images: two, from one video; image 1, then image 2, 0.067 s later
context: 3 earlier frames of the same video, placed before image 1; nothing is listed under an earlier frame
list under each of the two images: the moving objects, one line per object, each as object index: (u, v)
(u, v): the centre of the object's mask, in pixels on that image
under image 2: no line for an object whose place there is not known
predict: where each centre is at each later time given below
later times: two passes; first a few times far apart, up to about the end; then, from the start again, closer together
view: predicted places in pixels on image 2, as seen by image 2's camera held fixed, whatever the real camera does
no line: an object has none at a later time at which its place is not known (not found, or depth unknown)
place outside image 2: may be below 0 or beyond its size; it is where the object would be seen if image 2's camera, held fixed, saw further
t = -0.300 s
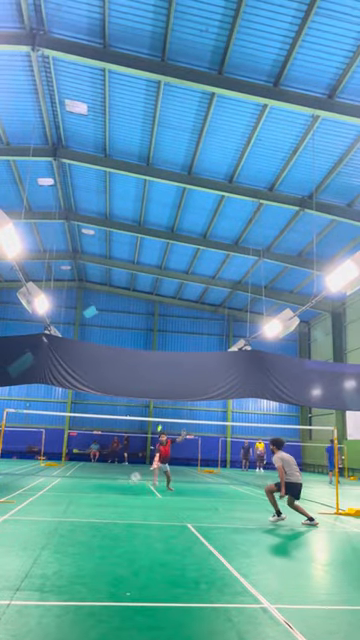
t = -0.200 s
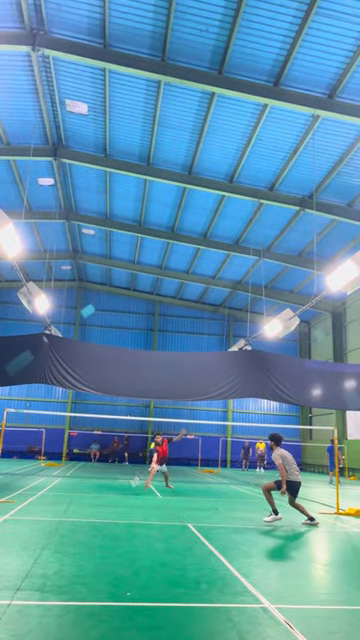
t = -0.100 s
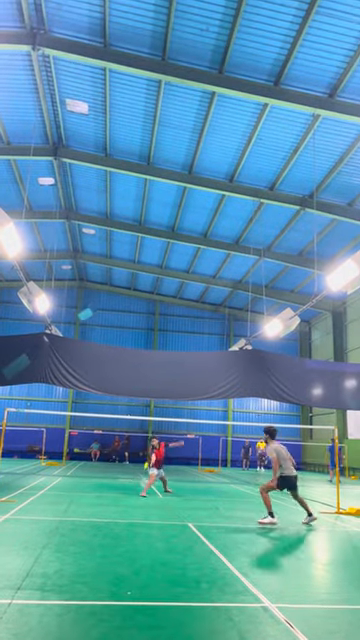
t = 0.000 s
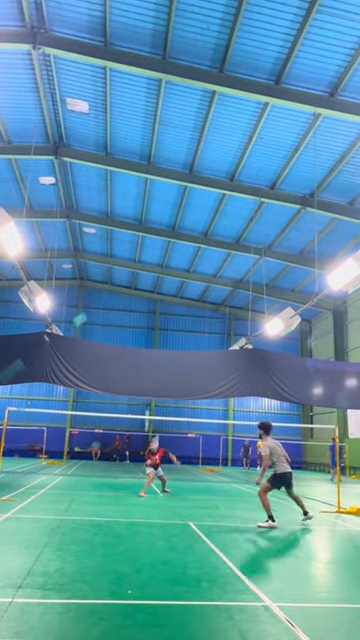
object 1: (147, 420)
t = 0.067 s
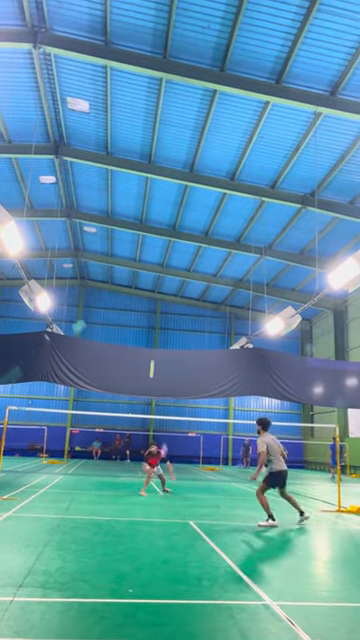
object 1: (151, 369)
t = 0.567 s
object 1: (170, 131)
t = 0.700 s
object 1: (173, 97)
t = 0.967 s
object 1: (175, 63)
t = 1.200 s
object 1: (171, 85)
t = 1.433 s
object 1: (162, 172)
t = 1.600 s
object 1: (152, 288)
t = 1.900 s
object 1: (121, 650)
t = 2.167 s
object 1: (127, 655)
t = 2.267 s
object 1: (132, 671)
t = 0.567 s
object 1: (170, 131)
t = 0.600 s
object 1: (171, 122)
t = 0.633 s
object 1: (172, 113)
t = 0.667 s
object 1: (173, 104)
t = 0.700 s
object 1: (173, 97)
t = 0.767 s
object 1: (174, 83)
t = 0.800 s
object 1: (174, 79)
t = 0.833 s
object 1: (174, 74)
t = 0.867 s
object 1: (175, 70)
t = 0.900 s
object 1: (175, 66)
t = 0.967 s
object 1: (175, 63)
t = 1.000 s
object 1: (175, 63)
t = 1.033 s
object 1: (174, 64)
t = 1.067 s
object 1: (174, 65)
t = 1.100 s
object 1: (173, 68)
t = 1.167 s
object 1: (172, 78)
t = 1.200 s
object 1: (171, 85)
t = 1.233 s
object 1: (170, 93)
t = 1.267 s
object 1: (169, 103)
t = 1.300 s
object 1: (168, 113)
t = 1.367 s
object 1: (165, 138)
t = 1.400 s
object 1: (164, 155)
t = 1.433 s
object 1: (162, 172)
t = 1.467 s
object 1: (160, 191)
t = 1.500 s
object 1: (158, 212)
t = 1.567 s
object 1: (154, 261)
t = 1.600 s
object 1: (152, 288)
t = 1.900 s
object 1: (121, 650)
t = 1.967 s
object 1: (124, 667)
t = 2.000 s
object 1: (126, 665)
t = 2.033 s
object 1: (127, 663)
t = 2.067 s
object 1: (127, 659)
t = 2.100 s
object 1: (126, 657)
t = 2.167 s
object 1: (127, 655)
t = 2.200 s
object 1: (128, 656)
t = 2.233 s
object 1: (130, 663)
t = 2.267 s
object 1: (132, 671)
